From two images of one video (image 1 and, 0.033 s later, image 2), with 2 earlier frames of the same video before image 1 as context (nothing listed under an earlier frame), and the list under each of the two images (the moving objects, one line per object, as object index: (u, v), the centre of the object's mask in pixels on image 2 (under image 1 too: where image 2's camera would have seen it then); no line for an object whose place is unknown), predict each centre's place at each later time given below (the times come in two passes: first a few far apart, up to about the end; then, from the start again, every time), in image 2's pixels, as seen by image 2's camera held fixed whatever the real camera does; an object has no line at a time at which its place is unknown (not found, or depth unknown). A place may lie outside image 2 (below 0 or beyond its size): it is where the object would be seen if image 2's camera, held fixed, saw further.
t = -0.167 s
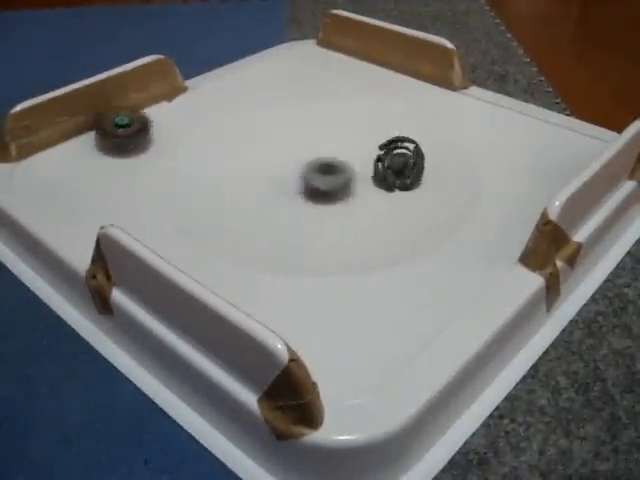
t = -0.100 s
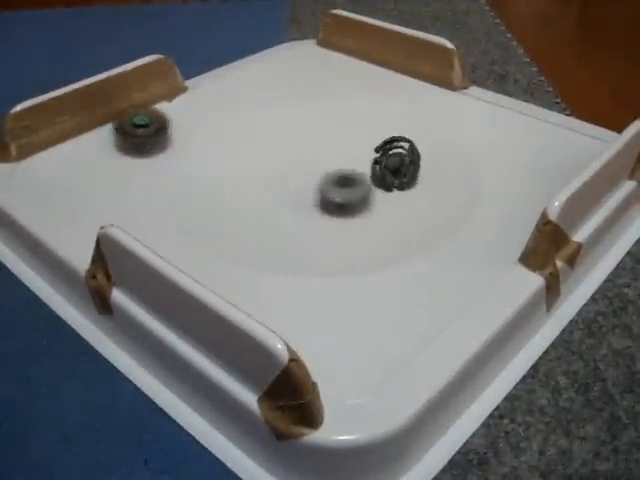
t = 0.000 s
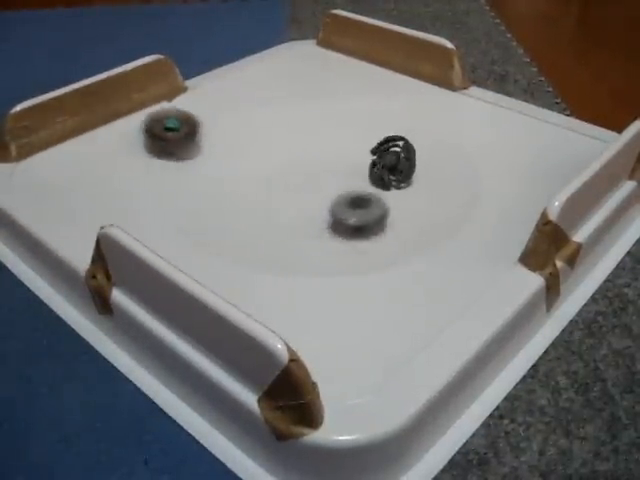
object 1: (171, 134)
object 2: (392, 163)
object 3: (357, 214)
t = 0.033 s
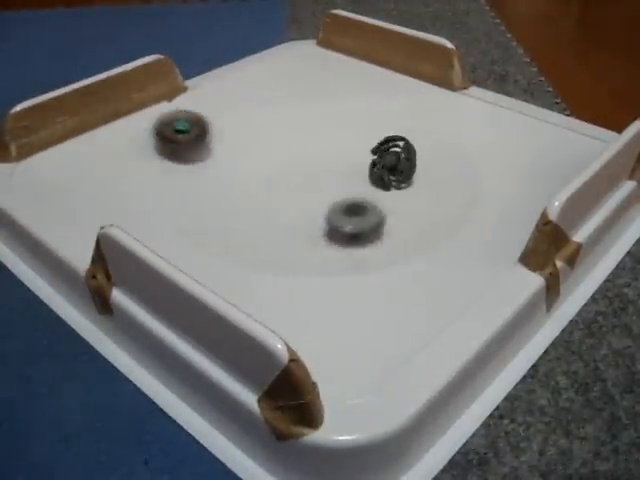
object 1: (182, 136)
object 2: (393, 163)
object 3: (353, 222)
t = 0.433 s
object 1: (339, 154)
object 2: (392, 164)
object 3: (247, 201)
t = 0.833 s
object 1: (396, 140)
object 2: (370, 171)
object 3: (341, 207)
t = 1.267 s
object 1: (420, 176)
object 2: (345, 171)
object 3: (310, 199)
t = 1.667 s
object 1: (368, 218)
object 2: (366, 166)
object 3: (243, 182)
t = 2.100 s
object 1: (307, 236)
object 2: (386, 142)
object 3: (353, 190)
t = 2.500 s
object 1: (322, 260)
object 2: (388, 145)
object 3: (296, 169)
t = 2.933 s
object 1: (313, 202)
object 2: (380, 151)
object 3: (369, 115)
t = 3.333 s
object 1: (311, 152)
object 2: (391, 179)
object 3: (316, 105)
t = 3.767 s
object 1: (365, 153)
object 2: (398, 186)
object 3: (268, 139)
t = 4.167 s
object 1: (365, 151)
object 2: (397, 186)
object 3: (296, 202)
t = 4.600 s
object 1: (337, 197)
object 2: (395, 184)
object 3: (417, 212)
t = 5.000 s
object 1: (324, 228)
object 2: (379, 187)
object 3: (439, 178)
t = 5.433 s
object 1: (294, 191)
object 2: (356, 180)
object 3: (385, 199)
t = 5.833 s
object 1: (258, 156)
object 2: (362, 181)
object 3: (308, 203)
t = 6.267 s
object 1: (292, 160)
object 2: (362, 180)
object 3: (246, 191)
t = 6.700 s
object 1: (323, 138)
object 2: (364, 182)
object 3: (311, 181)
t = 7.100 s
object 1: (309, 143)
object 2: (365, 182)
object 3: (292, 200)
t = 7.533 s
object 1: (337, 157)
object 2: (371, 187)
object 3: (298, 210)
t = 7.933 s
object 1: (347, 161)
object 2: (375, 190)
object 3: (330, 212)
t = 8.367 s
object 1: (306, 150)
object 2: (379, 200)
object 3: (332, 208)
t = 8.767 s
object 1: (292, 177)
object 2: (379, 200)
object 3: (332, 208)
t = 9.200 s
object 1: (262, 175)
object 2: (378, 200)
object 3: (315, 217)
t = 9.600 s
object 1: (284, 181)
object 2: (380, 199)
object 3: (334, 210)
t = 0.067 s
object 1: (193, 141)
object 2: (393, 164)
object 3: (345, 228)
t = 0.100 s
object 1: (205, 147)
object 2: (394, 164)
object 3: (333, 233)
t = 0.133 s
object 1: (217, 154)
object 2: (395, 165)
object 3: (317, 236)
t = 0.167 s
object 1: (230, 160)
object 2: (395, 165)
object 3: (301, 236)
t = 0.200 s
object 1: (243, 165)
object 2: (394, 164)
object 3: (285, 233)
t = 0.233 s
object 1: (256, 169)
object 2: (393, 164)
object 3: (272, 228)
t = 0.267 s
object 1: (268, 172)
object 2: (392, 164)
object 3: (263, 221)
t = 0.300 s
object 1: (281, 171)
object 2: (393, 164)
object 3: (260, 213)
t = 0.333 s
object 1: (294, 173)
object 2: (394, 164)
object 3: (260, 206)
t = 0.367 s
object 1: (307, 167)
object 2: (393, 164)
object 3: (256, 205)
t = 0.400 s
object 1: (324, 161)
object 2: (392, 164)
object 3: (250, 204)
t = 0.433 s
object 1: (339, 154)
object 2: (392, 164)
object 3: (247, 201)
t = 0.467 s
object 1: (348, 147)
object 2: (395, 165)
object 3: (247, 198)
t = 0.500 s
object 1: (357, 141)
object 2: (398, 165)
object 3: (250, 195)
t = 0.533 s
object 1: (364, 135)
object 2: (400, 166)
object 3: (256, 192)
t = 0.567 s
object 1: (368, 133)
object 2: (399, 166)
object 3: (264, 191)
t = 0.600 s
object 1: (371, 132)
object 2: (396, 167)
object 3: (273, 191)
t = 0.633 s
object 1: (376, 131)
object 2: (392, 166)
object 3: (283, 192)
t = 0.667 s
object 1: (380, 129)
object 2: (390, 166)
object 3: (293, 193)
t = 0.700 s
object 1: (386, 128)
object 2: (388, 165)
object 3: (305, 194)
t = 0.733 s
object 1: (392, 129)
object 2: (383, 167)
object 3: (315, 197)
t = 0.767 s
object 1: (396, 129)
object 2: (379, 168)
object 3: (324, 200)
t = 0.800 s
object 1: (395, 137)
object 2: (374, 173)
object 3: (333, 204)
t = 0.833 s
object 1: (396, 140)
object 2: (370, 171)
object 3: (341, 207)
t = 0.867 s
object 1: (398, 143)
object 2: (367, 170)
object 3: (348, 211)
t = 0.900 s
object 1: (401, 146)
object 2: (364, 171)
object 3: (349, 215)
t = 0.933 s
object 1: (405, 149)
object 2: (361, 173)
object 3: (346, 219)
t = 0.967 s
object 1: (408, 153)
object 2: (359, 175)
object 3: (339, 223)
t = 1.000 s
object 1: (412, 156)
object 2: (358, 176)
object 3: (330, 225)
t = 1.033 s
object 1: (415, 159)
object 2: (357, 177)
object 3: (321, 225)
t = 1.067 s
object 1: (418, 162)
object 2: (356, 178)
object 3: (313, 224)
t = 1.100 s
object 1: (421, 164)
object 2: (355, 178)
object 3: (307, 220)
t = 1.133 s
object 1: (423, 167)
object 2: (352, 178)
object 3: (303, 215)
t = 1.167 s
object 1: (423, 169)
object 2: (349, 179)
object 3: (302, 210)
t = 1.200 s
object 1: (423, 171)
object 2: (347, 178)
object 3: (305, 205)
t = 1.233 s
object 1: (422, 174)
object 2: (345, 176)
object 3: (308, 201)
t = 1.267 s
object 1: (420, 176)
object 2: (345, 171)
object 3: (310, 199)
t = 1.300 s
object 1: (417, 179)
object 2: (347, 167)
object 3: (309, 203)
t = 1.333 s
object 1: (413, 182)
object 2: (351, 166)
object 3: (304, 206)
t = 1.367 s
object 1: (409, 185)
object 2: (357, 166)
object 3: (297, 210)
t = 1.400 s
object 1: (404, 189)
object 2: (361, 165)
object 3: (287, 213)
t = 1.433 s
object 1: (399, 193)
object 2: (364, 159)
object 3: (275, 214)
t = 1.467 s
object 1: (394, 197)
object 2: (366, 160)
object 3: (262, 213)
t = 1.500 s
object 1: (389, 201)
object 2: (365, 160)
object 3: (251, 210)
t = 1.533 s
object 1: (384, 205)
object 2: (365, 162)
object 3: (242, 204)
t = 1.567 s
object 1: (380, 208)
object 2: (366, 162)
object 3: (237, 199)
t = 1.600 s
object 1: (376, 212)
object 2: (367, 162)
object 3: (236, 193)
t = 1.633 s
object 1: (371, 215)
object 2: (367, 162)
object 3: (237, 186)
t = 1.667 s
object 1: (368, 218)
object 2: (366, 166)
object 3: (243, 182)
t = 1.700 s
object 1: (364, 222)
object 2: (365, 166)
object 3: (251, 178)
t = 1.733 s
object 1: (361, 224)
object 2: (365, 167)
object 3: (261, 174)
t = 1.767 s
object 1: (358, 226)
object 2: (365, 167)
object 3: (272, 174)
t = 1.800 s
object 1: (356, 227)
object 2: (365, 167)
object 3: (284, 173)
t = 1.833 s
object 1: (353, 228)
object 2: (365, 167)
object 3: (295, 174)
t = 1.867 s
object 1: (352, 228)
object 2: (365, 166)
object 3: (306, 175)
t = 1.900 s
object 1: (349, 227)
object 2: (368, 165)
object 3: (317, 176)
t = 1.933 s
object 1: (346, 226)
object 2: (368, 164)
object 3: (327, 178)
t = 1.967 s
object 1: (342, 225)
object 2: (372, 163)
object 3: (333, 180)
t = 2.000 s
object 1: (335, 226)
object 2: (377, 160)
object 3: (340, 182)
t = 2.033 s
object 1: (327, 224)
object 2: (380, 162)
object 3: (348, 186)
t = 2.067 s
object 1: (317, 229)
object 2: (382, 154)
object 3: (353, 184)
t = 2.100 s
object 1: (307, 236)
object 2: (386, 142)
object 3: (353, 190)
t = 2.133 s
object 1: (300, 241)
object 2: (392, 134)
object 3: (352, 195)
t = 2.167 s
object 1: (296, 245)
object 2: (397, 131)
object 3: (349, 198)
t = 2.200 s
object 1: (296, 247)
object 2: (400, 134)
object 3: (345, 202)
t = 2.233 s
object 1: (298, 249)
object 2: (400, 133)
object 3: (341, 206)
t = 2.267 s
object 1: (301, 251)
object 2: (399, 135)
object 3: (335, 210)
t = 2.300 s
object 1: (306, 251)
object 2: (397, 137)
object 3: (329, 212)
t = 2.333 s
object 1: (312, 249)
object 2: (396, 138)
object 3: (320, 212)
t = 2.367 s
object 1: (317, 247)
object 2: (394, 140)
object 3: (309, 209)
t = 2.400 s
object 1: (319, 250)
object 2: (392, 141)
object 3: (300, 204)
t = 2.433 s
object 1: (321, 256)
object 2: (391, 143)
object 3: (296, 191)
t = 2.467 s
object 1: (322, 259)
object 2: (389, 144)
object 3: (295, 179)
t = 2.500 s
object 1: (322, 260)
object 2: (388, 145)
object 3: (296, 169)
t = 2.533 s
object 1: (322, 259)
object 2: (386, 146)
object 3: (298, 161)
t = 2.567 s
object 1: (323, 257)
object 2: (385, 147)
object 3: (300, 154)
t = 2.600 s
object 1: (326, 253)
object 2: (384, 148)
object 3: (303, 147)
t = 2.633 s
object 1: (330, 249)
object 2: (383, 149)
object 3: (307, 141)
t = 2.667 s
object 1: (331, 244)
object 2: (382, 150)
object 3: (311, 134)
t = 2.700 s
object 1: (331, 236)
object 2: (382, 150)
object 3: (316, 128)
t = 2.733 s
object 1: (329, 231)
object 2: (381, 150)
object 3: (322, 122)
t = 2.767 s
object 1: (327, 225)
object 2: (381, 151)
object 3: (328, 117)
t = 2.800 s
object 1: (325, 220)
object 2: (380, 151)
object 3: (336, 114)
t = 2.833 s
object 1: (322, 215)
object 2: (380, 151)
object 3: (344, 111)
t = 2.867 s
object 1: (319, 211)
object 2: (380, 151)
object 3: (353, 110)
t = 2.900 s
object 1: (316, 206)
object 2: (380, 151)
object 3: (362, 111)
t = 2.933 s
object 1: (313, 202)
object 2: (380, 151)
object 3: (369, 115)
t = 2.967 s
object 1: (310, 197)
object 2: (379, 151)
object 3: (375, 117)
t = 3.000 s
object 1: (308, 192)
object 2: (380, 152)
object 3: (376, 119)
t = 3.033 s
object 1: (305, 190)
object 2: (382, 155)
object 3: (372, 123)
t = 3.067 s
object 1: (304, 185)
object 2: (385, 158)
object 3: (362, 129)
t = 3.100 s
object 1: (303, 181)
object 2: (390, 162)
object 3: (352, 128)
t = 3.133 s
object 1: (304, 174)
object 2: (394, 170)
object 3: (345, 125)
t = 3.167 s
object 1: (303, 172)
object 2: (394, 173)
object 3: (340, 121)
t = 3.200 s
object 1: (304, 167)
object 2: (394, 177)
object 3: (335, 118)
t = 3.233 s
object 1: (305, 163)
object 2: (393, 178)
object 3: (330, 114)
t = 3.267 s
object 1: (306, 159)
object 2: (392, 179)
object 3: (326, 111)
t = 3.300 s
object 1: (308, 155)
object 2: (391, 179)
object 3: (321, 108)
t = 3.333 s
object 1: (311, 152)
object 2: (391, 179)
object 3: (316, 105)
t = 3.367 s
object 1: (314, 149)
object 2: (391, 179)
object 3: (312, 105)
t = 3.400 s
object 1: (316, 145)
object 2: (391, 179)
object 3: (307, 103)
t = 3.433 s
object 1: (318, 141)
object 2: (391, 179)
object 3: (303, 104)
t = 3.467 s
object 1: (321, 137)
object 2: (391, 179)
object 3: (298, 105)
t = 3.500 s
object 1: (329, 141)
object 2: (390, 179)
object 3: (295, 105)
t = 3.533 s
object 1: (337, 146)
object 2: (390, 179)
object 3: (291, 106)
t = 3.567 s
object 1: (345, 151)
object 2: (390, 179)
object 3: (288, 109)
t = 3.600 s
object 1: (348, 154)
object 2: (394, 182)
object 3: (284, 114)
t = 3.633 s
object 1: (351, 155)
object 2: (397, 183)
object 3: (280, 118)
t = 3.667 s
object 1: (353, 155)
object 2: (397, 184)
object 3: (277, 123)
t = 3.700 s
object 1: (357, 155)
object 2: (397, 185)
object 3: (273, 129)
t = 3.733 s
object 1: (361, 154)
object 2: (398, 185)
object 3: (271, 134)
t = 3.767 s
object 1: (365, 153)
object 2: (398, 186)
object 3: (268, 139)
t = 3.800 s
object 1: (371, 151)
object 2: (398, 186)
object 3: (266, 145)
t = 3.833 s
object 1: (375, 149)
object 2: (398, 186)
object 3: (265, 151)
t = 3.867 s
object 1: (379, 147)
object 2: (398, 186)
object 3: (264, 157)
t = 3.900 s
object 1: (383, 145)
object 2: (397, 186)
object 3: (264, 163)
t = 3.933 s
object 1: (384, 143)
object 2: (397, 186)
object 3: (265, 169)
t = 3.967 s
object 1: (384, 142)
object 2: (397, 186)
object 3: (266, 174)
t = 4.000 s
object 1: (383, 142)
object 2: (397, 186)
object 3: (269, 180)
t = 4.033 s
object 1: (381, 142)
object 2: (397, 186)
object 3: (272, 185)
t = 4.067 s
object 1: (377, 143)
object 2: (397, 186)
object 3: (276, 191)
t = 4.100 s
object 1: (372, 145)
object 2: (397, 186)
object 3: (281, 196)
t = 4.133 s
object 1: (368, 148)
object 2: (397, 186)
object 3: (288, 197)
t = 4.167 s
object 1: (365, 151)
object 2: (397, 186)
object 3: (296, 202)
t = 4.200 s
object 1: (362, 155)
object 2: (397, 186)
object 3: (304, 207)
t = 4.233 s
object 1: (359, 158)
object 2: (398, 186)
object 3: (312, 210)
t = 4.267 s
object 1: (358, 162)
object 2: (397, 186)
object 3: (321, 212)
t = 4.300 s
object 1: (358, 166)
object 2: (399, 186)
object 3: (331, 215)
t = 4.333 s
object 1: (356, 170)
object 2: (399, 186)
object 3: (341, 218)
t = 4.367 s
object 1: (355, 173)
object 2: (400, 186)
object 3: (352, 218)
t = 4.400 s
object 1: (353, 177)
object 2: (400, 186)
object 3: (362, 218)
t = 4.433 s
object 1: (351, 180)
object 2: (400, 185)
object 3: (372, 218)
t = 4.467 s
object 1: (349, 184)
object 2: (400, 185)
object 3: (381, 218)
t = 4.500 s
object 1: (348, 188)
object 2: (399, 184)
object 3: (392, 216)
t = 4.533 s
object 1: (344, 192)
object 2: (398, 183)
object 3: (401, 215)
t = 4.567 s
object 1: (341, 196)
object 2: (396, 183)
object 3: (409, 214)
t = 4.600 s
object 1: (337, 197)
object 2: (395, 184)
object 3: (417, 212)
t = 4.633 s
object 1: (335, 202)
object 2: (395, 184)
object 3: (424, 209)
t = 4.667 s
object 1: (331, 206)
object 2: (394, 184)
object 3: (429, 206)
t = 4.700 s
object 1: (328, 209)
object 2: (394, 185)
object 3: (433, 203)
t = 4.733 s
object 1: (324, 212)
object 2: (394, 185)
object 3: (434, 200)
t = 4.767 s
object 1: (321, 215)
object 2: (392, 185)
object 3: (435, 196)
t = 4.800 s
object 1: (319, 218)
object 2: (392, 185)
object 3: (434, 193)
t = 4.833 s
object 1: (318, 220)
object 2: (390, 185)
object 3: (432, 189)
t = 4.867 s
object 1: (317, 223)
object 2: (387, 185)
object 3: (429, 185)
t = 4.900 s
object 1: (317, 226)
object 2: (388, 187)
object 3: (428, 183)
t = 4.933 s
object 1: (319, 227)
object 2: (386, 186)
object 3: (433, 181)
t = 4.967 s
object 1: (322, 228)
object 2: (382, 186)
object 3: (435, 180)
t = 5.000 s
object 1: (324, 228)
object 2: (379, 187)
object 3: (439, 178)
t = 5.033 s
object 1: (326, 227)
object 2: (377, 187)
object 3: (443, 179)
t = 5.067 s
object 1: (327, 225)
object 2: (377, 187)
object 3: (446, 183)
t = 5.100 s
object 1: (328, 222)
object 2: (377, 187)
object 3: (446, 185)
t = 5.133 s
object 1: (327, 219)
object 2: (377, 187)
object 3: (443, 188)
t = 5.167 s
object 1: (325, 216)
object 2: (377, 187)
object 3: (436, 190)
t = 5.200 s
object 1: (323, 212)
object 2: (376, 187)
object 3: (429, 191)
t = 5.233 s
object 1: (319, 210)
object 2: (374, 186)
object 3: (421, 191)
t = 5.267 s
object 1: (314, 206)
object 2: (370, 186)
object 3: (412, 192)
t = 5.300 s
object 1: (310, 203)
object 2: (367, 186)
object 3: (404, 192)
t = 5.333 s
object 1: (306, 201)
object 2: (363, 185)
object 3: (401, 194)
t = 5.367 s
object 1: (302, 197)
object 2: (360, 183)
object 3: (397, 197)
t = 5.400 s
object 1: (297, 194)
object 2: (357, 182)
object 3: (392, 198)
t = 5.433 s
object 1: (294, 191)
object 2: (356, 180)
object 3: (385, 199)
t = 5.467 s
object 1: (290, 188)
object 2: (355, 178)
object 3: (379, 200)
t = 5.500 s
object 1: (287, 185)
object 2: (356, 176)
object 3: (371, 199)
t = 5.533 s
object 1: (284, 182)
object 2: (362, 172)
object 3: (364, 199)
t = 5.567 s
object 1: (281, 179)
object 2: (367, 172)
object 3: (359, 198)
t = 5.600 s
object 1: (278, 175)
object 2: (369, 172)
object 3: (354, 199)
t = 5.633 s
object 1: (275, 172)
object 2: (368, 174)
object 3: (348, 200)
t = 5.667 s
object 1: (273, 169)
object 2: (368, 176)
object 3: (341, 201)
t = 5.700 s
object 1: (270, 166)
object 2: (367, 177)
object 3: (334, 202)
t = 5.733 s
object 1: (268, 163)
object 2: (366, 178)
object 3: (328, 202)
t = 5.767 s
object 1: (265, 160)
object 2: (364, 179)
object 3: (320, 203)
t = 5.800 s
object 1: (262, 158)
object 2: (362, 180)
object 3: (314, 203)
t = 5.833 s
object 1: (258, 156)
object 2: (362, 181)
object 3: (308, 203)
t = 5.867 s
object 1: (254, 155)
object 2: (362, 181)
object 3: (301, 203)
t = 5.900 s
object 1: (251, 154)
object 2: (361, 181)
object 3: (294, 203)
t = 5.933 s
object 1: (248, 154)
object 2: (362, 180)
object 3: (288, 203)
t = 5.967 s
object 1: (247, 155)
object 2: (362, 180)
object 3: (282, 202)
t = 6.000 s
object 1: (248, 157)
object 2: (362, 180)
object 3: (277, 202)
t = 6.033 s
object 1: (250, 158)
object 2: (362, 180)
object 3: (270, 201)
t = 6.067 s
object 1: (254, 158)
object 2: (362, 181)
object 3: (265, 200)
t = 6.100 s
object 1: (260, 158)
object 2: (362, 181)
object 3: (260, 198)
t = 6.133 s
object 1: (269, 158)
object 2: (361, 181)
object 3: (256, 197)
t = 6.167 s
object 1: (276, 160)
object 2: (362, 180)
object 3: (252, 196)
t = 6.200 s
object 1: (281, 160)
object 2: (362, 180)
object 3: (249, 194)
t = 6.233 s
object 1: (287, 160)
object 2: (362, 180)
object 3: (247, 193)
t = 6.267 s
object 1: (292, 160)
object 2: (362, 180)
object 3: (246, 191)
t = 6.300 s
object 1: (299, 160)
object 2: (361, 180)
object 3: (248, 188)
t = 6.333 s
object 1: (305, 159)
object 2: (362, 180)
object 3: (251, 186)
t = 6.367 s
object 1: (311, 158)
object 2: (362, 181)
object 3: (255, 185)
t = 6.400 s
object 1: (316, 157)
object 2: (362, 181)
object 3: (260, 184)
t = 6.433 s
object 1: (320, 156)
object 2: (363, 181)
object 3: (265, 183)
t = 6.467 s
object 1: (322, 154)
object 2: (364, 182)
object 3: (270, 183)
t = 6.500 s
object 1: (325, 152)
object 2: (364, 182)
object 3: (276, 183)
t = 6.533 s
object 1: (327, 150)
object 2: (364, 183)
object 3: (281, 182)
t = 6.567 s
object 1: (328, 148)
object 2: (364, 183)
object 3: (287, 182)
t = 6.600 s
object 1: (328, 145)
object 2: (364, 183)
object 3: (293, 182)
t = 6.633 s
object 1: (328, 143)
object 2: (364, 183)
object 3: (298, 182)
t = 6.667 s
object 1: (325, 140)
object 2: (364, 183)
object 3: (306, 181)
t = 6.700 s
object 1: (323, 138)
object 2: (364, 182)
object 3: (311, 181)
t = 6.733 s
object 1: (319, 136)
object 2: (364, 183)
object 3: (315, 180)
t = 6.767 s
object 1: (314, 136)
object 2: (368, 182)
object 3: (322, 180)
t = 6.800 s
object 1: (310, 137)
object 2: (369, 182)
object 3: (323, 181)
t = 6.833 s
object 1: (306, 139)
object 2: (368, 182)
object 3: (321, 182)
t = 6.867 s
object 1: (303, 141)
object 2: (367, 182)
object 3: (317, 182)
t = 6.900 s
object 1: (301, 142)
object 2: (365, 182)
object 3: (312, 183)
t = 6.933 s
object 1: (302, 145)
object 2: (365, 182)
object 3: (307, 183)
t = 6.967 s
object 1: (303, 146)
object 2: (365, 182)
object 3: (302, 183)
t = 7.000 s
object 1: (306, 146)
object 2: (365, 182)
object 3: (297, 188)
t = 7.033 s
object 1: (308, 145)
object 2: (365, 182)
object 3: (294, 194)
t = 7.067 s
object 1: (309, 144)
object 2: (365, 182)
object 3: (293, 198)
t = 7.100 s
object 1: (309, 143)
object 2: (365, 182)
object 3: (292, 200)
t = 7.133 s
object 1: (310, 143)
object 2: (365, 182)
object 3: (292, 203)
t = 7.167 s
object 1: (310, 144)
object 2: (365, 182)
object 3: (292, 205)
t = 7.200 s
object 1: (311, 145)
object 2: (365, 182)
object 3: (292, 207)
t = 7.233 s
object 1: (312, 146)
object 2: (365, 182)
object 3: (289, 209)
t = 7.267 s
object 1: (313, 148)
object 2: (365, 182)
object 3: (289, 211)
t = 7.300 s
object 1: (316, 150)
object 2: (365, 182)
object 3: (292, 210)
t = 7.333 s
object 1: (319, 152)
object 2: (365, 182)
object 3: (295, 211)
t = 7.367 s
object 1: (323, 153)
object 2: (365, 182)
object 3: (295, 214)
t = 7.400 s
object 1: (327, 155)
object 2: (365, 182)
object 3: (296, 209)
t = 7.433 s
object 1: (331, 156)
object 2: (365, 182)
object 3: (296, 209)
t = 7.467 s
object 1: (334, 157)
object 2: (366, 183)
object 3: (297, 208)
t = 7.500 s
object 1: (336, 158)
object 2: (368, 184)
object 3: (298, 211)
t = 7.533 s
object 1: (337, 157)
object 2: (371, 187)
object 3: (298, 210)
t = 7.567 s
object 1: (339, 157)
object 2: (373, 189)
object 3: (301, 209)
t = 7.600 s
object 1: (342, 157)
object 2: (373, 190)
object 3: (302, 208)
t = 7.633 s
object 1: (343, 157)
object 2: (372, 190)
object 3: (306, 207)
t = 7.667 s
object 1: (344, 157)
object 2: (373, 190)
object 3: (310, 206)
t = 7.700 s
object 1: (344, 157)
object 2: (372, 190)
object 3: (315, 205)
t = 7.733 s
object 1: (345, 158)
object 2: (373, 190)
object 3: (320, 205)
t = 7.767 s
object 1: (345, 158)
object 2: (373, 190)
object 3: (326, 204)
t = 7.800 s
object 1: (346, 159)
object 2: (373, 190)
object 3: (329, 205)
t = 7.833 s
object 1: (346, 158)
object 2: (374, 190)
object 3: (332, 207)
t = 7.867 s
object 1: (346, 159)
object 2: (375, 190)
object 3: (331, 210)
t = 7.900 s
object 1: (346, 160)
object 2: (375, 190)
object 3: (331, 211)
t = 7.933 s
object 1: (347, 161)
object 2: (375, 190)
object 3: (330, 212)
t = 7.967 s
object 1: (346, 162)
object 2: (375, 190)
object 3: (332, 210)
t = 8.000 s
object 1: (345, 160)
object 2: (376, 193)
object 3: (332, 210)
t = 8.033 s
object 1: (344, 157)
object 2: (379, 198)
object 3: (330, 211)
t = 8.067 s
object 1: (341, 155)
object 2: (380, 199)
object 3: (328, 213)
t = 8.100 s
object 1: (339, 153)
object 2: (380, 201)
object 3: (328, 213)
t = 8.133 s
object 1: (336, 151)
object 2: (379, 201)
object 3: (328, 213)
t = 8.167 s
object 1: (333, 149)
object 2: (379, 200)
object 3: (329, 212)
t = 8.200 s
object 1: (329, 148)
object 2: (379, 200)
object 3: (332, 210)
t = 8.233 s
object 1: (324, 148)
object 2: (379, 200)
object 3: (332, 209)
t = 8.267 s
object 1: (320, 147)
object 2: (379, 200)
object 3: (332, 209)
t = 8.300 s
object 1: (315, 148)
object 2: (379, 200)
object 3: (332, 209)
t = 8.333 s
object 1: (310, 148)
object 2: (379, 200)
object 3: (332, 208)
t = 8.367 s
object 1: (306, 150)
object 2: (379, 200)
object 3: (332, 208)
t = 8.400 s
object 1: (303, 151)
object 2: (379, 200)
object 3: (332, 208)
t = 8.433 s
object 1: (300, 153)
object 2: (379, 200)
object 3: (332, 208)
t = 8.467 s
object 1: (298, 155)
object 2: (379, 200)
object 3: (332, 208)
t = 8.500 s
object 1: (296, 158)
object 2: (379, 200)
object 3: (332, 207)
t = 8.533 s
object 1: (294, 160)
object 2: (379, 200)
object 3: (332, 208)
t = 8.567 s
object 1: (293, 163)
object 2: (379, 200)
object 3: (332, 208)
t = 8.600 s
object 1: (292, 165)
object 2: (379, 200)
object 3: (332, 208)
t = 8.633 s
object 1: (292, 168)
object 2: (379, 200)
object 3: (332, 208)
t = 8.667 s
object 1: (291, 170)
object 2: (379, 200)
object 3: (332, 207)
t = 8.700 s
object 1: (291, 172)
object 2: (379, 200)
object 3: (332, 209)
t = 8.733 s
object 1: (291, 175)
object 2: (379, 200)
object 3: (331, 209)
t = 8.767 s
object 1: (292, 177)
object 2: (379, 200)
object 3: (332, 208)
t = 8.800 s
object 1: (292, 180)
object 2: (379, 200)
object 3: (331, 209)
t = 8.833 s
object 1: (292, 181)
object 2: (379, 200)
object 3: (333, 208)
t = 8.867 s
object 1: (289, 179)
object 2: (380, 199)
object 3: (335, 213)
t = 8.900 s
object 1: (286, 178)
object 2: (381, 199)
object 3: (333, 216)
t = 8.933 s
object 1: (283, 176)
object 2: (380, 199)
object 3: (331, 217)
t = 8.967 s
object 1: (280, 176)
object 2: (380, 199)
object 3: (329, 217)
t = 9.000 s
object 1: (277, 174)
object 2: (379, 199)
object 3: (327, 218)
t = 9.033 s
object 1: (273, 174)
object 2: (379, 200)
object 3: (324, 219)
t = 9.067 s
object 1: (270, 174)
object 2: (379, 200)
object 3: (322, 219)
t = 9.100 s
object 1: (267, 174)
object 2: (379, 200)
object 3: (320, 219)
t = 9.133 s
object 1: (264, 174)
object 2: (379, 200)
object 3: (318, 218)
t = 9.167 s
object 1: (263, 174)
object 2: (378, 200)
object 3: (317, 218)
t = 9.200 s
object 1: (262, 175)
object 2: (378, 200)
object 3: (315, 217)
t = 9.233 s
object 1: (263, 175)
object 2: (378, 200)
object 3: (313, 216)
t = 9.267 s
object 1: (263, 176)
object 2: (378, 200)
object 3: (312, 215)
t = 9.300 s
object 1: (263, 176)
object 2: (378, 200)
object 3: (309, 213)
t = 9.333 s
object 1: (264, 177)
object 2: (378, 200)
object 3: (310, 212)
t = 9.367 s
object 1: (265, 178)
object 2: (378, 200)
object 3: (313, 211)
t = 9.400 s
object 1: (266, 178)
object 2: (378, 200)
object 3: (317, 207)
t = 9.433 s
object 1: (268, 179)
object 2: (379, 199)
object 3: (322, 205)
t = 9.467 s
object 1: (270, 179)
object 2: (379, 199)
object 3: (326, 209)
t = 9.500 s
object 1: (273, 180)
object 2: (380, 199)
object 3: (332, 209)
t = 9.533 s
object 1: (276, 181)
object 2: (380, 199)
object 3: (333, 209)
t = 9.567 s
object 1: (280, 181)
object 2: (380, 199)
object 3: (333, 210)
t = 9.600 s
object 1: (284, 181)
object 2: (380, 199)
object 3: (334, 210)
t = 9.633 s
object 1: (288, 180)
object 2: (380, 199)
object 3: (330, 212)
